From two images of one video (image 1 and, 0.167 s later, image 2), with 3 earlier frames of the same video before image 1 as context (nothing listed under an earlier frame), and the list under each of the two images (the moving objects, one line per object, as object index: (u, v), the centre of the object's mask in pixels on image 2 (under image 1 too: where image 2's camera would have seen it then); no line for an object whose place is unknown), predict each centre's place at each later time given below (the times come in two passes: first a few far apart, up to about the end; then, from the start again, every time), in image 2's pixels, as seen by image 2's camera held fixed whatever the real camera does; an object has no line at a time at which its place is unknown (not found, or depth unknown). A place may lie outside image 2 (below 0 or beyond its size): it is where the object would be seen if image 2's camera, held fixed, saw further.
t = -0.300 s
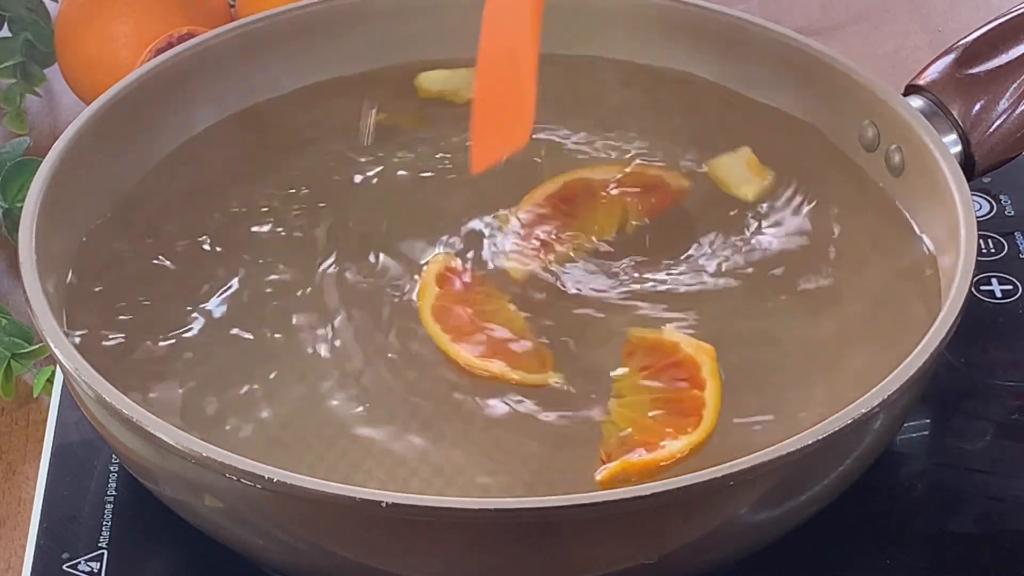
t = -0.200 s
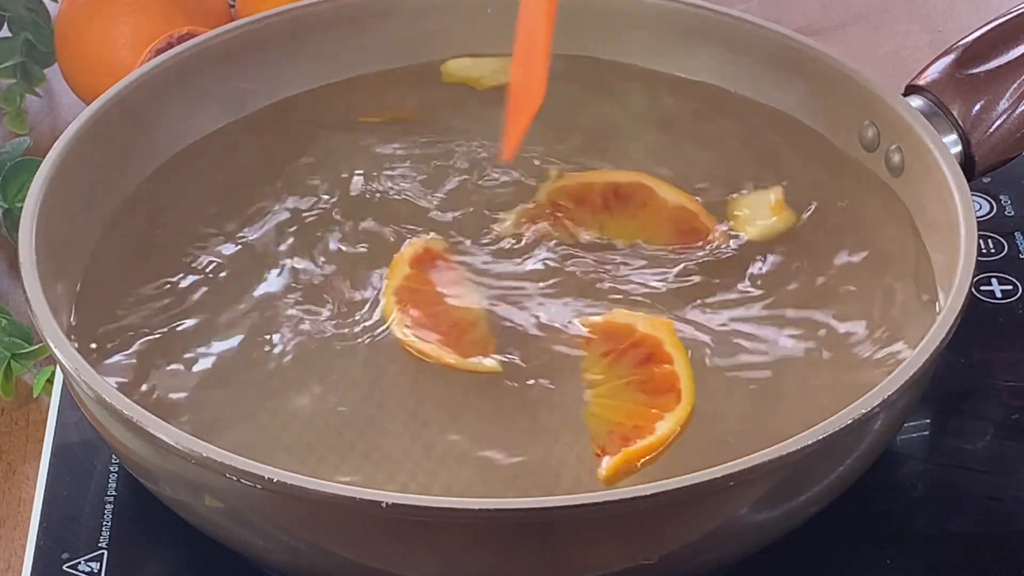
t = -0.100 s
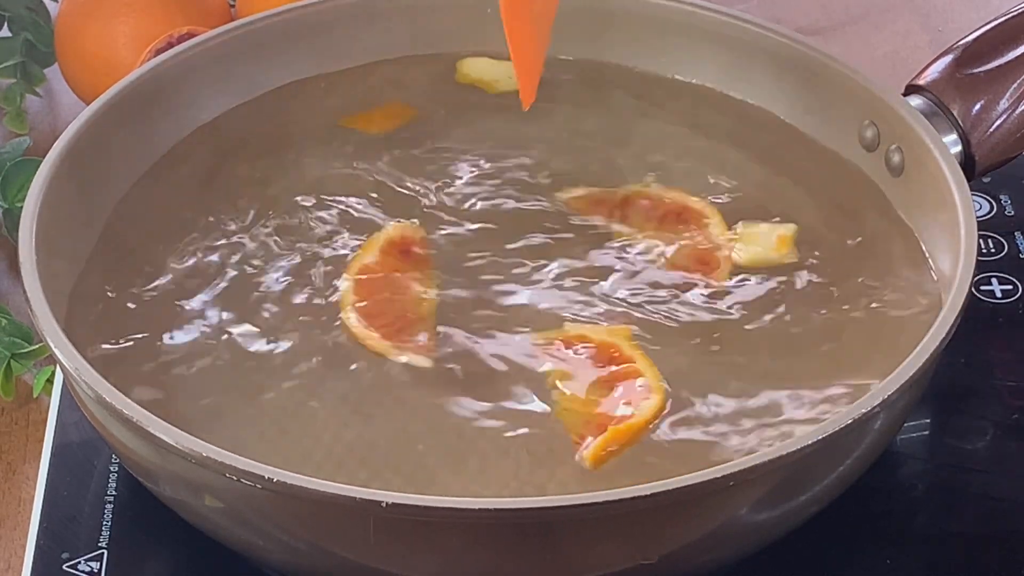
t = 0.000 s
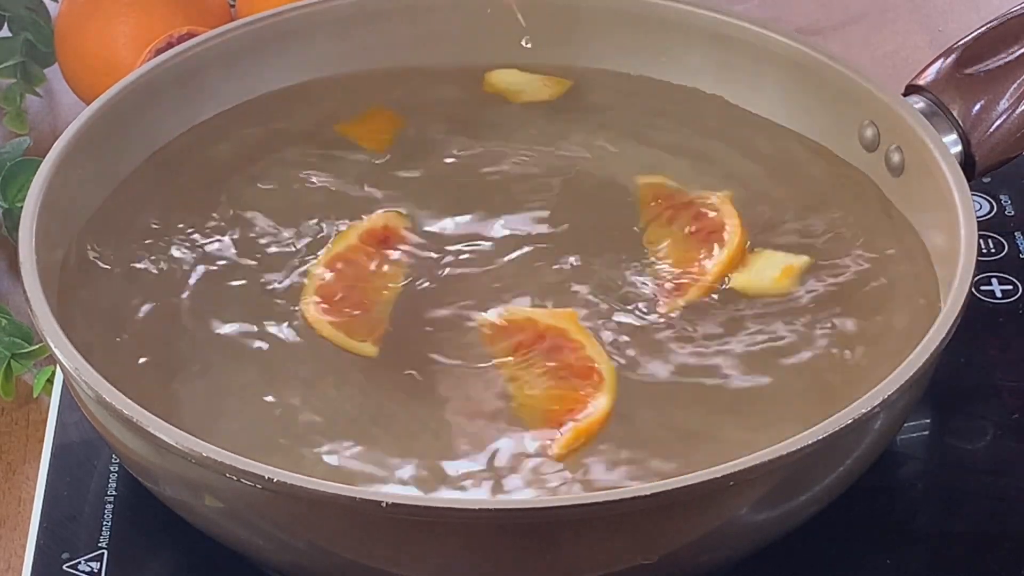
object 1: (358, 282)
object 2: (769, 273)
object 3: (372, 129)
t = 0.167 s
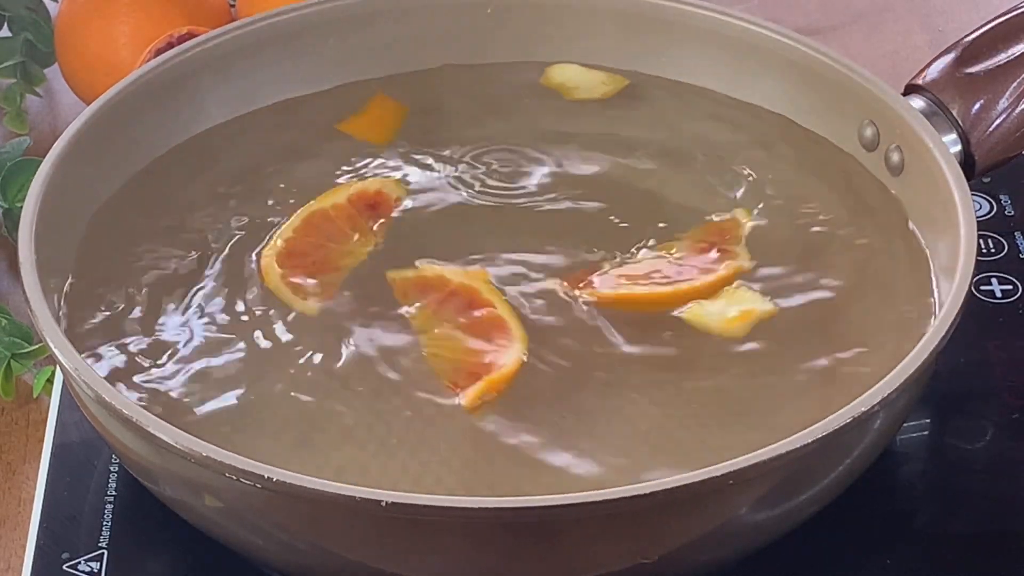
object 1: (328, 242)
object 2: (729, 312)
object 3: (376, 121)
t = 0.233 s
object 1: (325, 231)
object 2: (699, 324)
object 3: (377, 113)
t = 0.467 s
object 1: (316, 176)
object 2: (601, 345)
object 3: (391, 104)
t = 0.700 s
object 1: (320, 154)
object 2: (490, 316)
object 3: (435, 110)
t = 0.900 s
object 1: (308, 127)
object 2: (415, 286)
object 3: (470, 95)
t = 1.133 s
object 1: (326, 111)
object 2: (385, 222)
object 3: (528, 81)
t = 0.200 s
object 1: (325, 236)
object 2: (714, 318)
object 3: (378, 117)
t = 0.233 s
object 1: (325, 231)
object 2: (699, 324)
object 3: (377, 113)
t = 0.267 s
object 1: (321, 227)
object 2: (684, 329)
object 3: (376, 108)
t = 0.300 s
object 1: (316, 221)
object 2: (668, 332)
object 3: (377, 105)
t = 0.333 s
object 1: (318, 212)
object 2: (653, 336)
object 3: (380, 104)
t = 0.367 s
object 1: (316, 203)
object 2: (637, 340)
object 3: (381, 104)
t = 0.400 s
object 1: (316, 192)
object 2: (625, 341)
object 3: (384, 103)
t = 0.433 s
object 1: (316, 183)
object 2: (614, 344)
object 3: (386, 103)
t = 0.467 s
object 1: (316, 176)
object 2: (601, 345)
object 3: (391, 104)
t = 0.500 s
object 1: (312, 171)
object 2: (586, 345)
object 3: (394, 104)
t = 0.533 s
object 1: (313, 168)
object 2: (571, 343)
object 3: (398, 105)
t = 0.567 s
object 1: (313, 165)
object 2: (552, 339)
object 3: (406, 107)
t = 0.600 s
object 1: (320, 161)
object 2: (534, 334)
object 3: (414, 109)
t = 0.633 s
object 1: (320, 158)
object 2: (518, 327)
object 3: (423, 110)
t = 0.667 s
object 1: (321, 156)
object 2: (504, 321)
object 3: (430, 110)
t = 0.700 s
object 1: (320, 154)
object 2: (490, 316)
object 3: (435, 110)
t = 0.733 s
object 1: (319, 152)
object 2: (476, 313)
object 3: (441, 109)
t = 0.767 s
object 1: (316, 149)
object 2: (463, 311)
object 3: (448, 107)
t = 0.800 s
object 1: (314, 145)
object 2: (450, 308)
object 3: (454, 104)
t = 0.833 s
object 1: (312, 140)
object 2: (436, 303)
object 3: (459, 101)
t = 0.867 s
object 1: (310, 133)
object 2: (426, 295)
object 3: (465, 98)
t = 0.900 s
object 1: (308, 127)
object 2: (415, 286)
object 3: (470, 95)
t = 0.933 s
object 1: (308, 120)
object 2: (409, 275)
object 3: (475, 92)
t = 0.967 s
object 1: (309, 113)
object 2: (403, 266)
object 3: (480, 88)
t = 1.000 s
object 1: (313, 110)
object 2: (399, 258)
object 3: (486, 84)
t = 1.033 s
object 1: (317, 108)
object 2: (394, 249)
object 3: (494, 82)
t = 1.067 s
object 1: (321, 108)
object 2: (389, 240)
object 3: (504, 79)
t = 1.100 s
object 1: (324, 109)
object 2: (387, 231)
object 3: (515, 79)
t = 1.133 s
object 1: (326, 111)
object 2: (385, 222)
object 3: (528, 81)
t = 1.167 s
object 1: (326, 113)
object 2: (384, 216)
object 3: (542, 84)
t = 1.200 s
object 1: (326, 115)
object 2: (384, 212)
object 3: (555, 88)
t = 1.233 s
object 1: (326, 115)
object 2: (385, 209)
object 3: (567, 91)
